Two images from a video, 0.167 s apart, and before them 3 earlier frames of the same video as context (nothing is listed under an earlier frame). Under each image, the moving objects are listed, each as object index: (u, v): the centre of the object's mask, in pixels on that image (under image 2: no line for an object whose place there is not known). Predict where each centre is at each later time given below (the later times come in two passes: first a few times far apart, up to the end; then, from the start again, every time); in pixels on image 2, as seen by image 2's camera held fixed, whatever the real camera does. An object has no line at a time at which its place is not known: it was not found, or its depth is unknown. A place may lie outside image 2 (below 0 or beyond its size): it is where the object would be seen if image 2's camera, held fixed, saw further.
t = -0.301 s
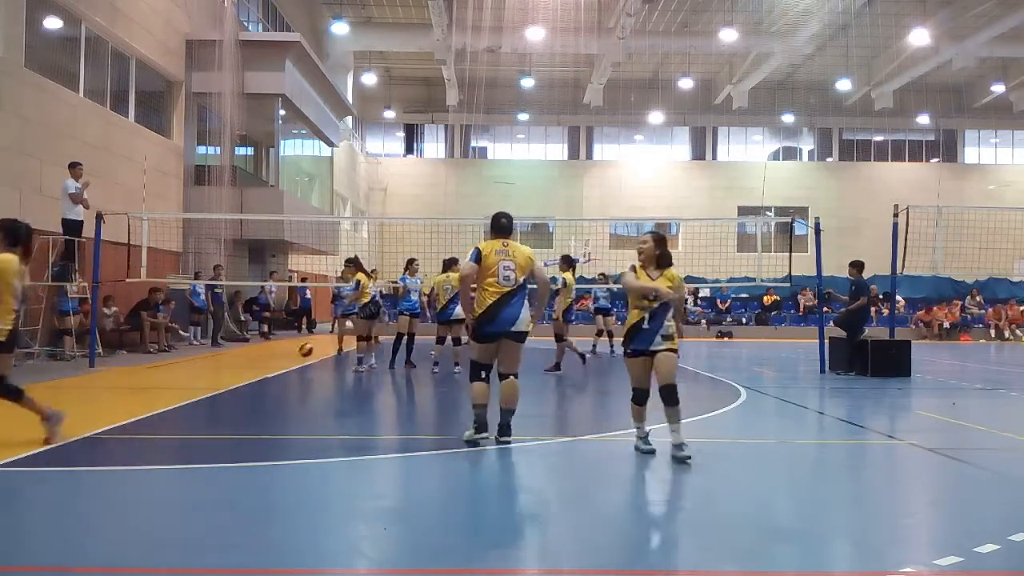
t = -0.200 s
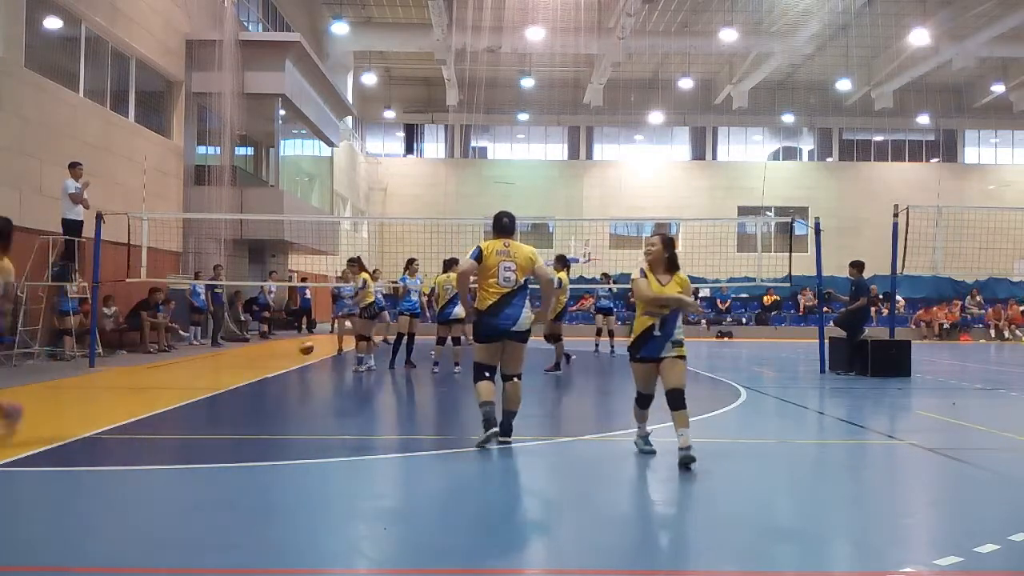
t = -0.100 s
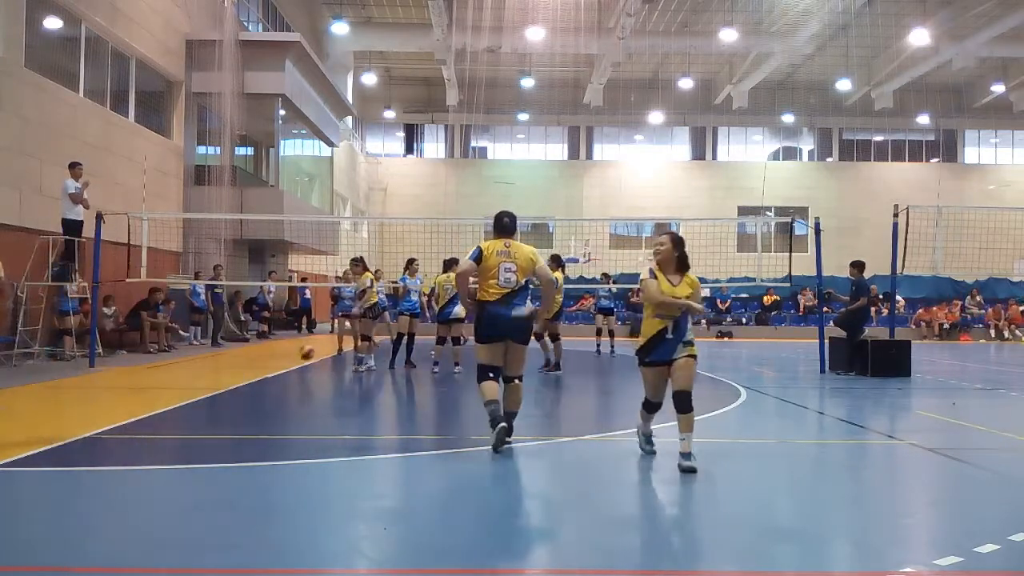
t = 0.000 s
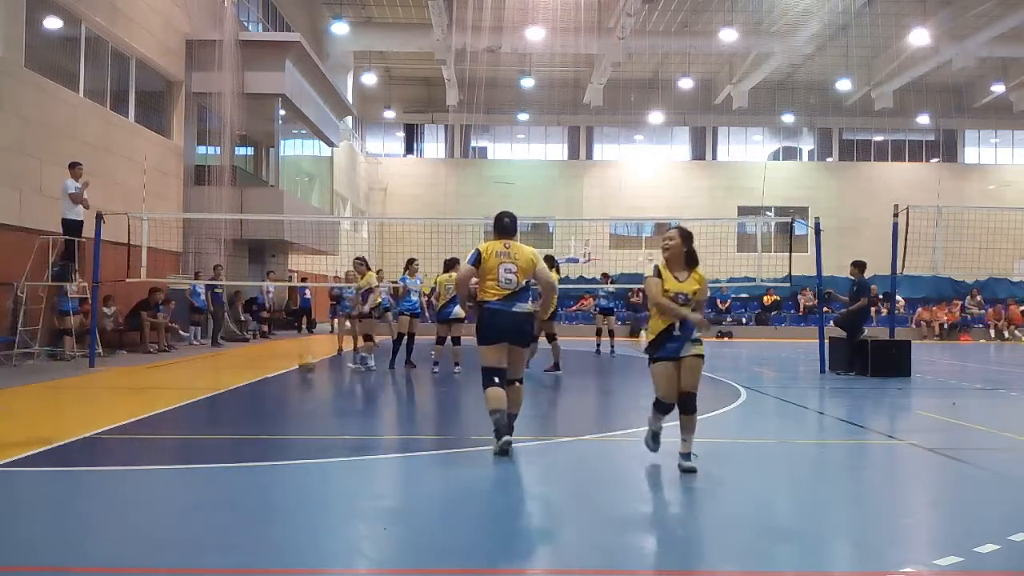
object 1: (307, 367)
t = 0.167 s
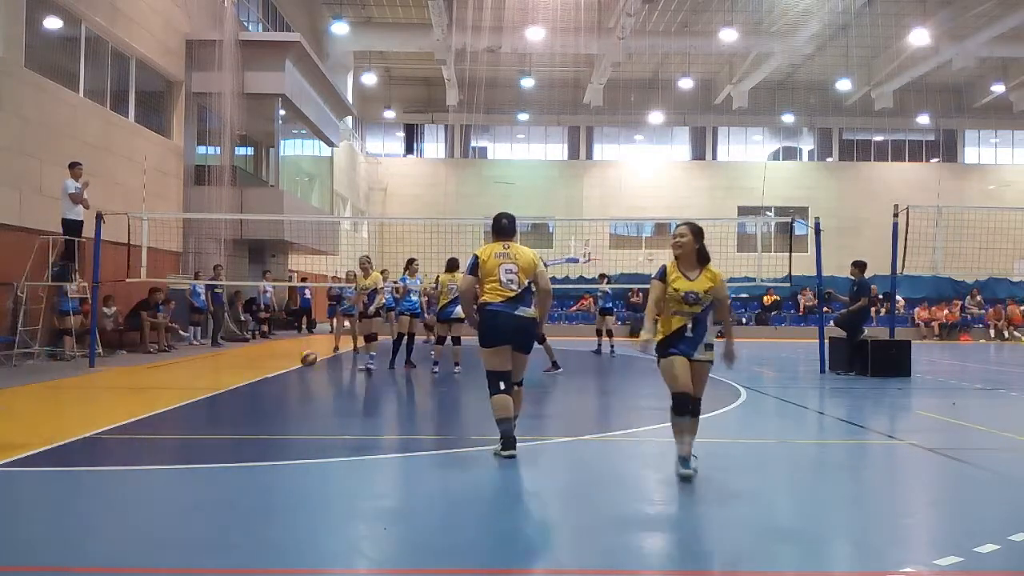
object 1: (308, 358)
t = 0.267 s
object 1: (309, 360)
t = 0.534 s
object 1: (310, 368)
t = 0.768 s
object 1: (313, 382)
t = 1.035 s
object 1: (316, 389)
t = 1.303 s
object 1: (319, 397)
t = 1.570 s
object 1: (325, 403)
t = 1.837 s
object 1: (333, 413)
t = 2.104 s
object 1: (344, 427)
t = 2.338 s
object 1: (357, 440)
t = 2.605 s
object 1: (375, 459)
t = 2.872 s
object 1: (399, 480)
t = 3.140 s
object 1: (429, 506)
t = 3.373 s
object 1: (464, 537)
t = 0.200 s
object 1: (308, 358)
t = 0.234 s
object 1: (309, 358)
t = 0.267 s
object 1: (309, 360)
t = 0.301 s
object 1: (309, 362)
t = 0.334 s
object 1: (310, 365)
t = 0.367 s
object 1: (309, 369)
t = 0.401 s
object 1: (310, 373)
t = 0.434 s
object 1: (310, 375)
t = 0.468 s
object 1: (311, 371)
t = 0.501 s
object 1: (310, 370)
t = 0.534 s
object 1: (310, 368)
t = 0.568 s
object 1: (311, 368)
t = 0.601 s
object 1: (312, 368)
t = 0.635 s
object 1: (312, 369)
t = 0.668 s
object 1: (312, 372)
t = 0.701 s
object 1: (312, 375)
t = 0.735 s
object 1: (313, 380)
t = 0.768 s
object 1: (313, 382)
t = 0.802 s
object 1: (313, 380)
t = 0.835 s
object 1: (314, 379)
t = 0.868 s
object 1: (313, 378)
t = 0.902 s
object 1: (314, 378)
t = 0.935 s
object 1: (315, 379)
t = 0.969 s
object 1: (315, 381)
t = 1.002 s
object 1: (316, 385)
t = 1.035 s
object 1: (316, 389)
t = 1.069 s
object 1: (317, 389)
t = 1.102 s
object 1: (317, 388)
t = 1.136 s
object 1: (317, 386)
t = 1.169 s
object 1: (318, 388)
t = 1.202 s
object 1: (318, 388)
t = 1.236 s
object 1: (318, 391)
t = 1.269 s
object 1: (319, 396)
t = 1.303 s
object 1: (319, 397)
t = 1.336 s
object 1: (321, 396)
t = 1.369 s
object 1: (322, 395)
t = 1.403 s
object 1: (322, 395)
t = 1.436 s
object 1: (323, 397)
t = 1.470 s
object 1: (323, 400)
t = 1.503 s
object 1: (323, 403)
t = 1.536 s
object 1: (325, 404)
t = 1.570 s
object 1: (325, 403)
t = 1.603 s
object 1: (326, 403)
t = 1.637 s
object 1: (328, 404)
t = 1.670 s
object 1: (328, 406)
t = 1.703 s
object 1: (330, 411)
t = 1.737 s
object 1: (330, 413)
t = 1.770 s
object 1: (331, 412)
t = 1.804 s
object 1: (332, 412)
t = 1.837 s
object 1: (333, 413)
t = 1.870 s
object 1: (334, 417)
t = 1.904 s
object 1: (336, 421)
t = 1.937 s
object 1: (337, 419)
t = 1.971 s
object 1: (339, 420)
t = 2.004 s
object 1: (340, 421)
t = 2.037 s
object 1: (341, 424)
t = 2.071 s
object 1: (342, 427)
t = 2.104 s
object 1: (344, 427)
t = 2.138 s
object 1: (346, 427)
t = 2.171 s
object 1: (348, 429)
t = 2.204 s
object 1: (349, 434)
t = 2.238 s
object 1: (352, 436)
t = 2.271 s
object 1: (353, 436)
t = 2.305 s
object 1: (354, 437)
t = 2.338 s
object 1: (357, 440)
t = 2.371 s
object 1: (359, 443)
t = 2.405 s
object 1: (361, 443)
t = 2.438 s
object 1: (363, 445)
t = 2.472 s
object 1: (366, 449)
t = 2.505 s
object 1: (368, 451)
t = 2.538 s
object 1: (370, 451)
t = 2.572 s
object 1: (372, 455)
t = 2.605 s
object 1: (375, 459)
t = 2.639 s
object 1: (378, 460)
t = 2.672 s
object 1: (380, 463)
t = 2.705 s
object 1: (383, 466)
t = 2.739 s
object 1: (386, 467)
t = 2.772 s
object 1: (389, 471)
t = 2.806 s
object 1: (392, 473)
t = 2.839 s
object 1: (395, 477)
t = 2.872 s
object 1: (399, 480)
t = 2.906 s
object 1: (402, 483)
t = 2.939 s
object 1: (405, 486)
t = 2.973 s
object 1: (409, 489)
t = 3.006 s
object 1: (412, 492)
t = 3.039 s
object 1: (416, 495)
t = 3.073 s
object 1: (421, 499)
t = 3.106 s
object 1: (425, 504)
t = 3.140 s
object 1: (429, 506)
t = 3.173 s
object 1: (433, 511)
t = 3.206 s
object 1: (438, 514)
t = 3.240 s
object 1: (443, 519)
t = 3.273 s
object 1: (448, 524)
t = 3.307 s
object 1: (454, 528)
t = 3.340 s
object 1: (458, 533)
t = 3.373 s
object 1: (464, 537)
